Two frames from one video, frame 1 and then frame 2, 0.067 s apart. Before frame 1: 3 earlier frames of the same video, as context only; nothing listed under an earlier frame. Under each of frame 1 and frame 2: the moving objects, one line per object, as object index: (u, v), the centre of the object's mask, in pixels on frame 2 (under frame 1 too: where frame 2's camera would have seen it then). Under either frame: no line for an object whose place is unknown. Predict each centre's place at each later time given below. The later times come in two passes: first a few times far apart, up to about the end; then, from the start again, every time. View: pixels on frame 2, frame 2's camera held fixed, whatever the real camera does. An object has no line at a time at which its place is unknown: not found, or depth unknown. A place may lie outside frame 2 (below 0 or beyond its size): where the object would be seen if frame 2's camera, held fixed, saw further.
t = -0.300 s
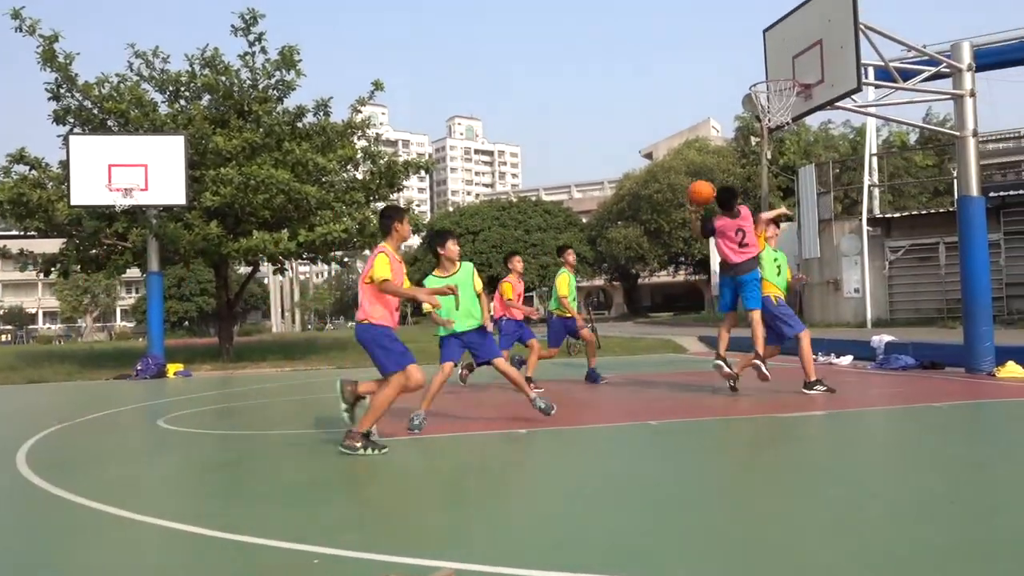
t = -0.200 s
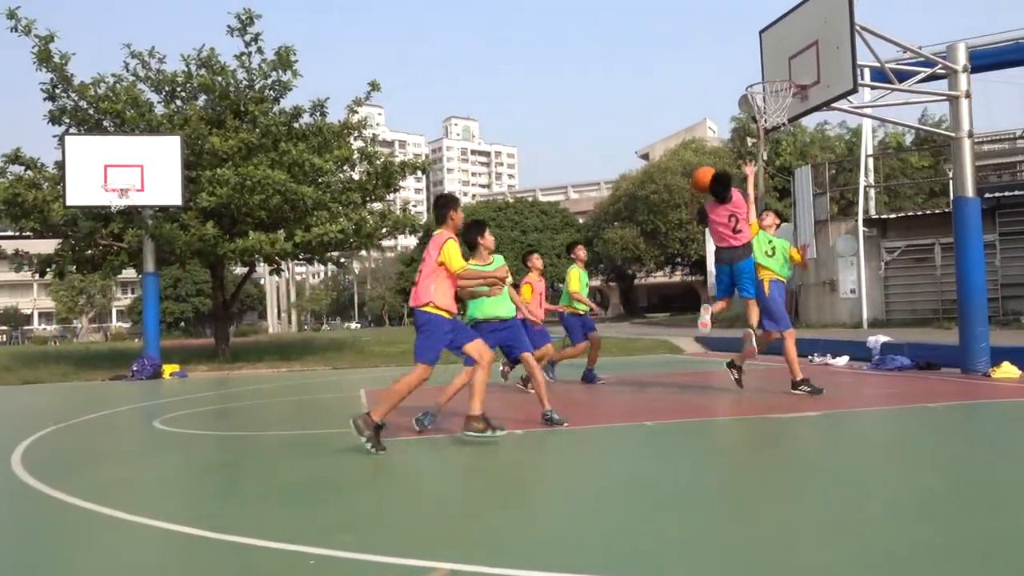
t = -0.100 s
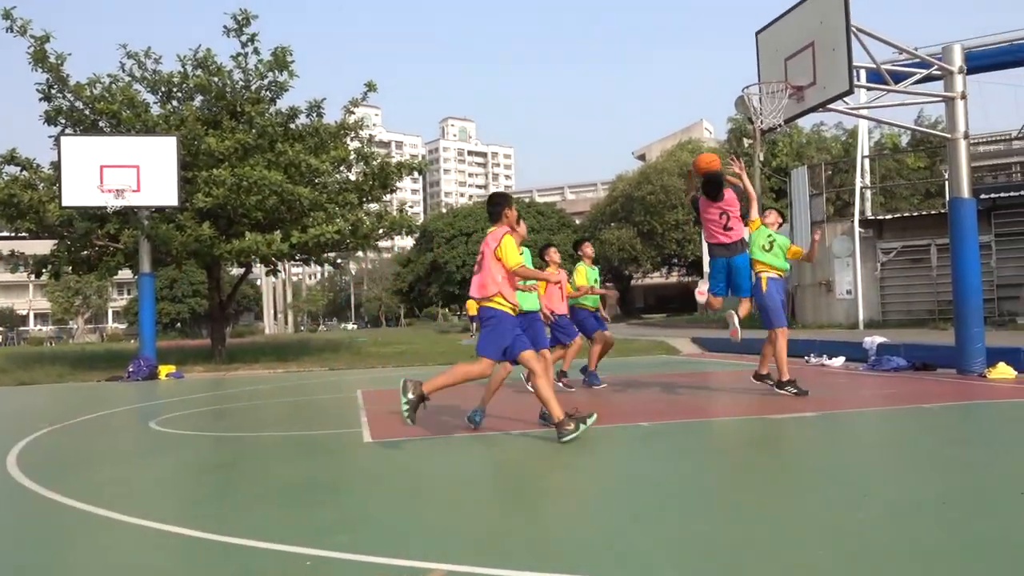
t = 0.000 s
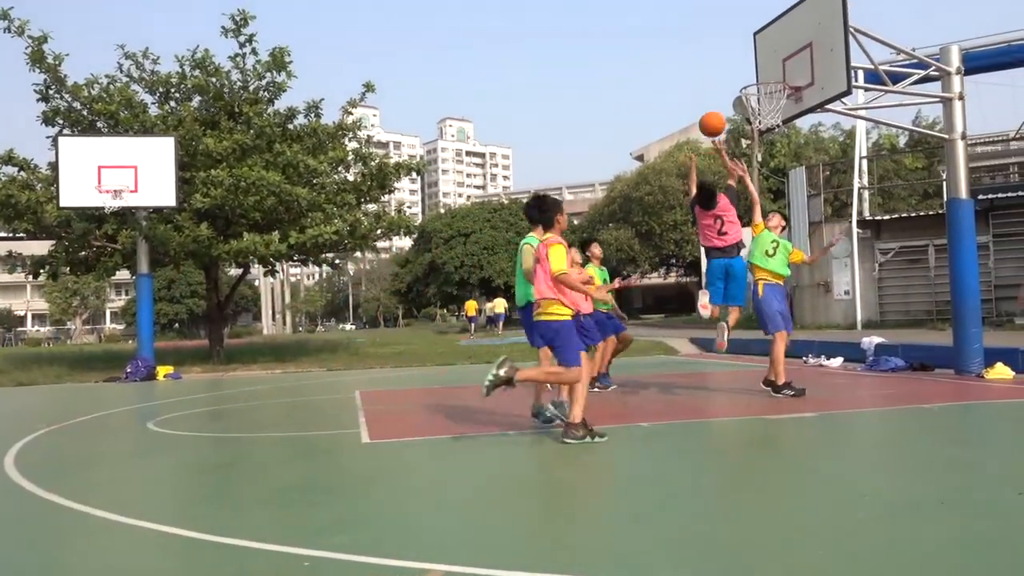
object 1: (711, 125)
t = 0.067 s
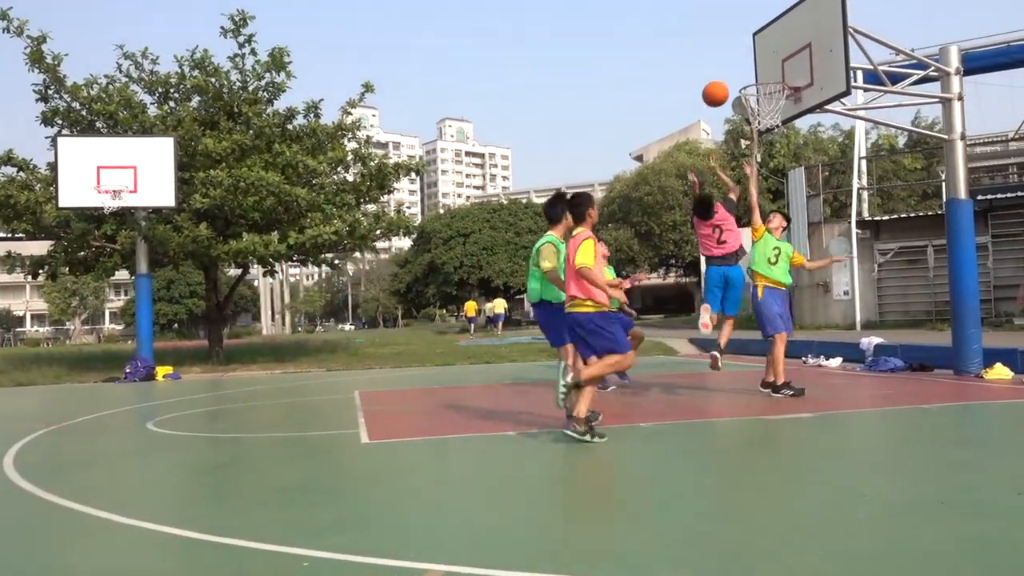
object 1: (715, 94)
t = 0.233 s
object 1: (727, 37)
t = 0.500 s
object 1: (747, 9)
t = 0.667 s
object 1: (761, 27)
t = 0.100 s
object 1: (717, 80)
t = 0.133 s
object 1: (720, 68)
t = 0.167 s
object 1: (722, 56)
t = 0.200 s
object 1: (724, 46)
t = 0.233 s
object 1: (727, 37)
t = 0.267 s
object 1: (729, 30)
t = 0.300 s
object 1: (731, 23)
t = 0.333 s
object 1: (733, 18)
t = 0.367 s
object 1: (736, 14)
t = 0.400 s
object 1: (739, 11)
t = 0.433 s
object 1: (741, 9)
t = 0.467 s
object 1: (744, 9)
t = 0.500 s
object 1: (747, 9)
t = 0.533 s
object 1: (749, 10)
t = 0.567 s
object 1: (752, 12)
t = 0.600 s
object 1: (756, 16)
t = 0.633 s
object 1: (758, 21)
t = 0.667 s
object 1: (761, 27)
